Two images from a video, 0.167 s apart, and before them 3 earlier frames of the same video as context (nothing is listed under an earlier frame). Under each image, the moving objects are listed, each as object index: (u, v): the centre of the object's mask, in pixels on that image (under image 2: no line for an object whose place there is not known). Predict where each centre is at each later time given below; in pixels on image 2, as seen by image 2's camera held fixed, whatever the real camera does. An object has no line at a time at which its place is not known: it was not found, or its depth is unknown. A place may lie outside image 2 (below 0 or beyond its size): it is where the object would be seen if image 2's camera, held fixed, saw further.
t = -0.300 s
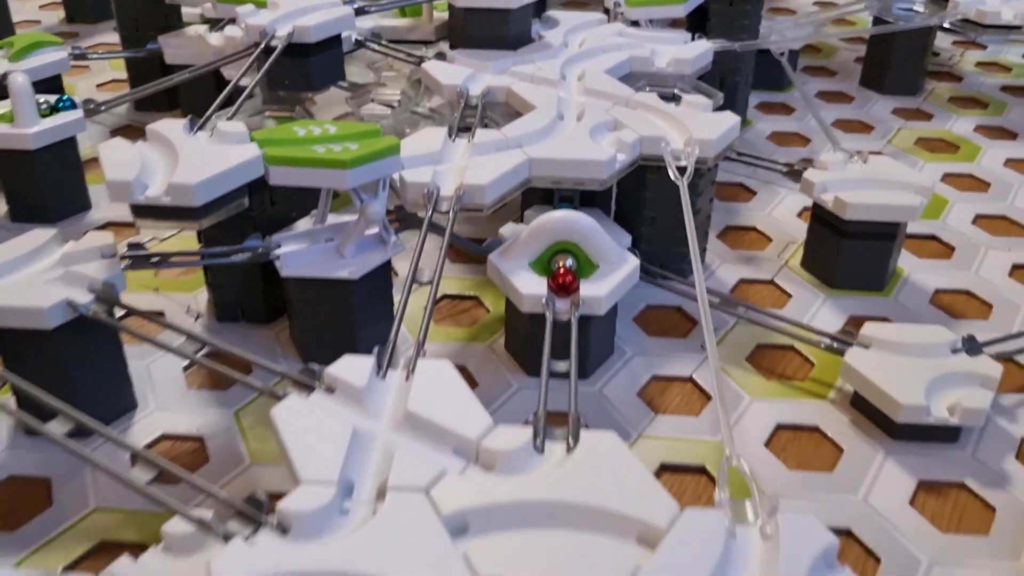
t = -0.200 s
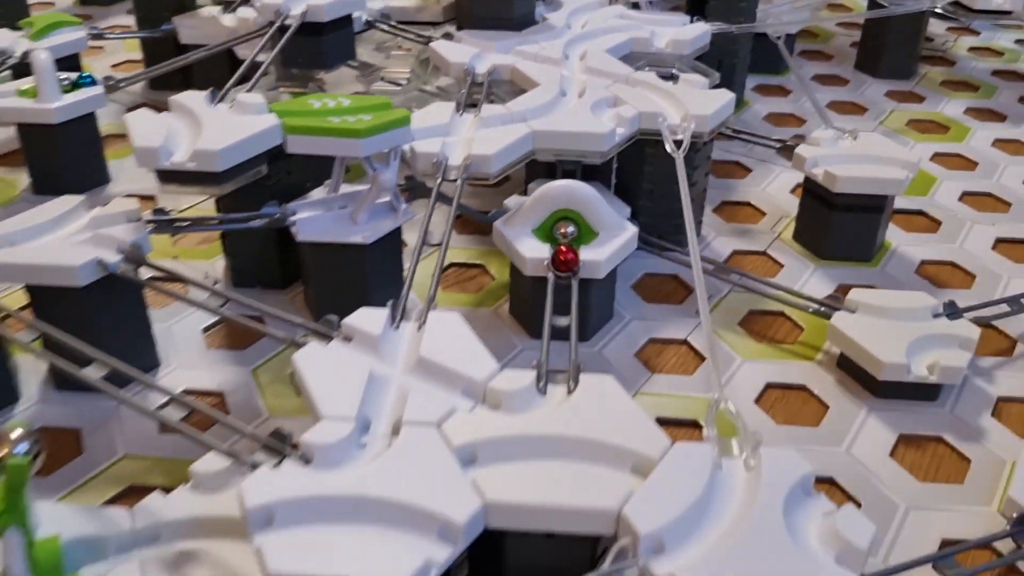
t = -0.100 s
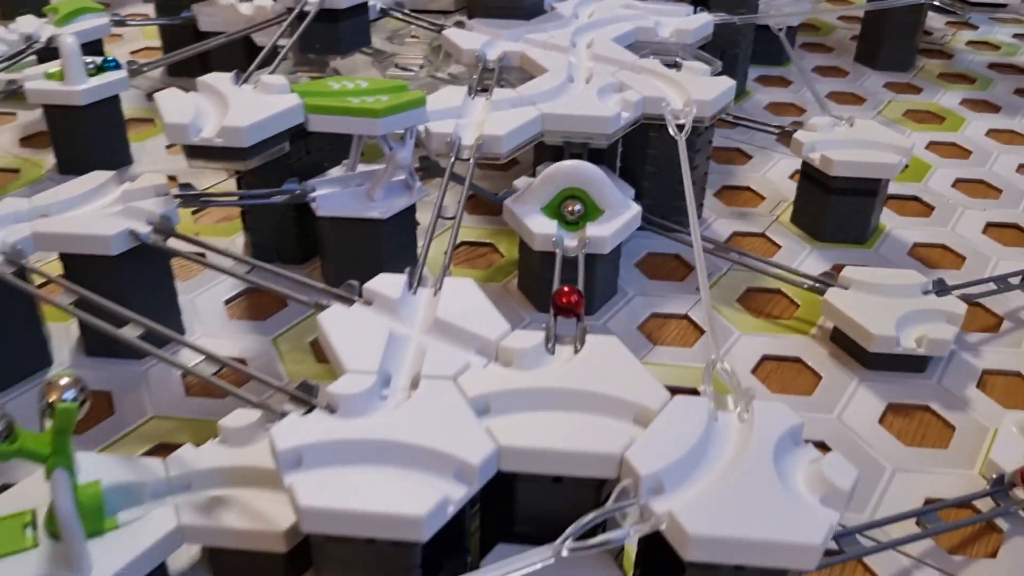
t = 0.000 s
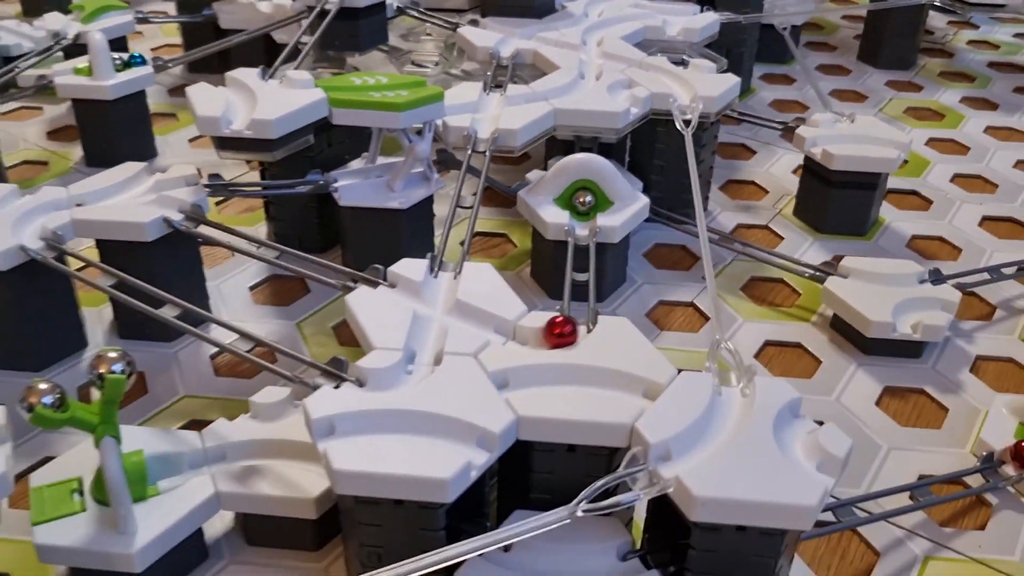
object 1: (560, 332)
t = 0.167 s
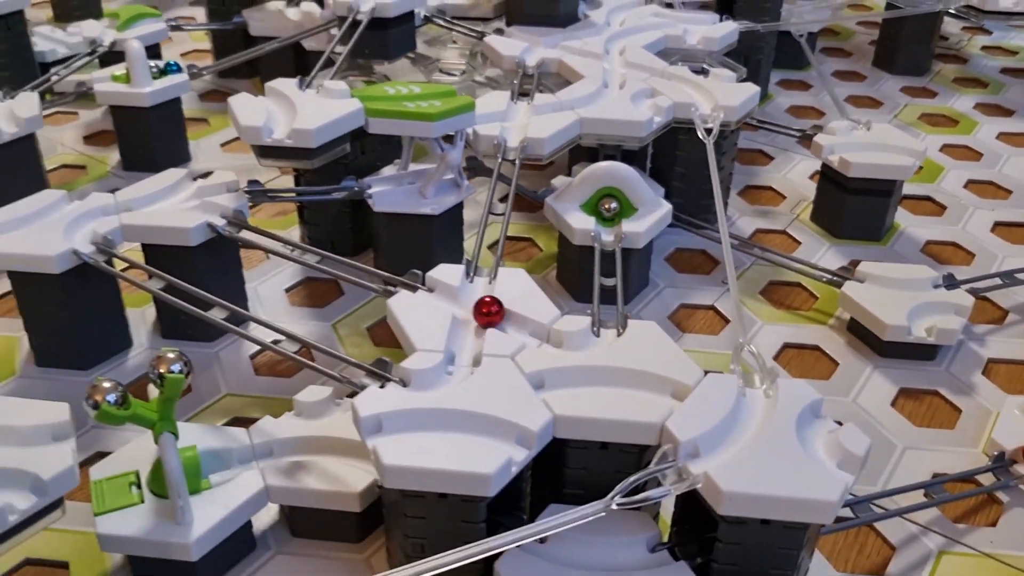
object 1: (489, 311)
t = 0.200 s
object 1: (472, 306)
